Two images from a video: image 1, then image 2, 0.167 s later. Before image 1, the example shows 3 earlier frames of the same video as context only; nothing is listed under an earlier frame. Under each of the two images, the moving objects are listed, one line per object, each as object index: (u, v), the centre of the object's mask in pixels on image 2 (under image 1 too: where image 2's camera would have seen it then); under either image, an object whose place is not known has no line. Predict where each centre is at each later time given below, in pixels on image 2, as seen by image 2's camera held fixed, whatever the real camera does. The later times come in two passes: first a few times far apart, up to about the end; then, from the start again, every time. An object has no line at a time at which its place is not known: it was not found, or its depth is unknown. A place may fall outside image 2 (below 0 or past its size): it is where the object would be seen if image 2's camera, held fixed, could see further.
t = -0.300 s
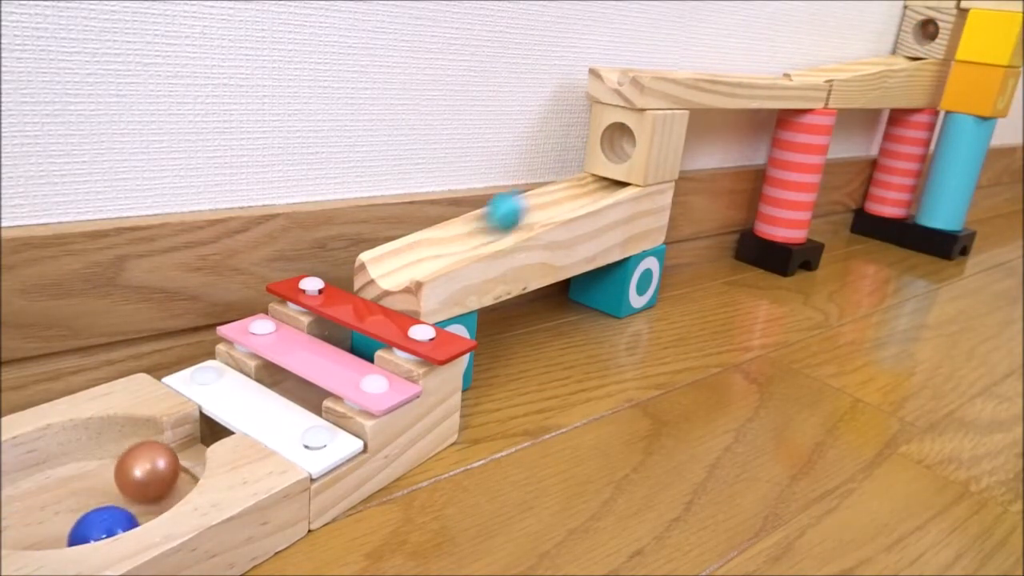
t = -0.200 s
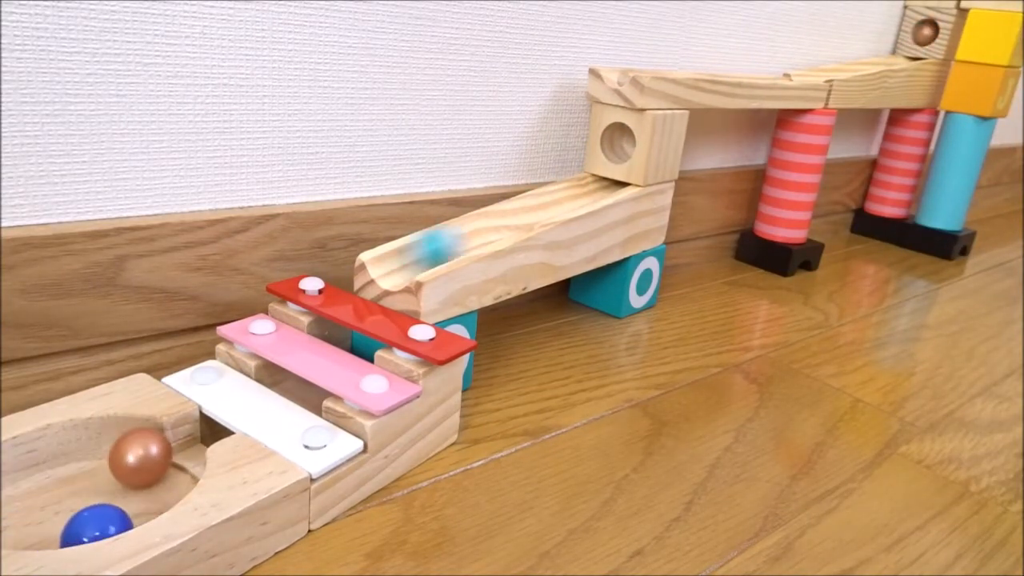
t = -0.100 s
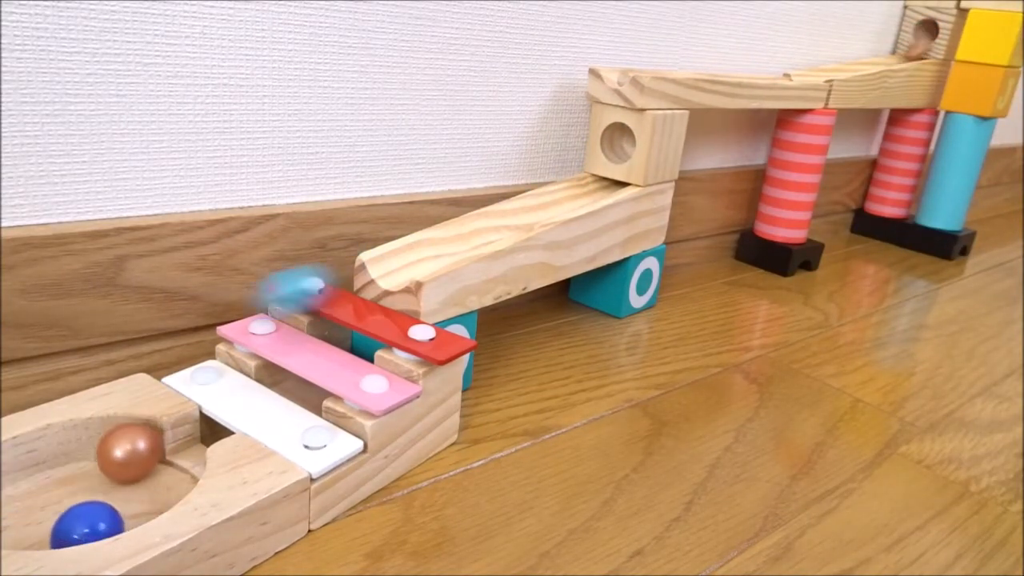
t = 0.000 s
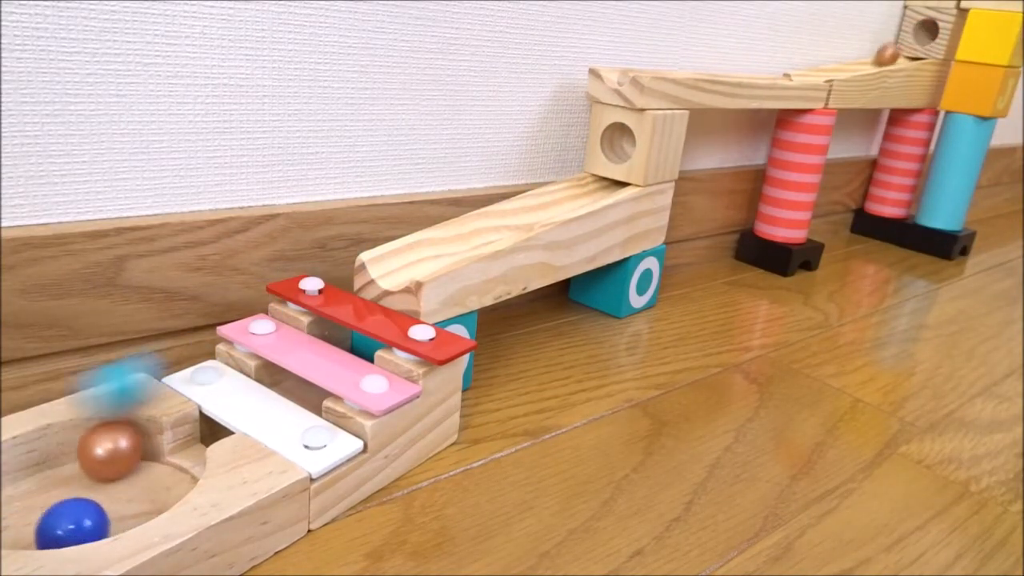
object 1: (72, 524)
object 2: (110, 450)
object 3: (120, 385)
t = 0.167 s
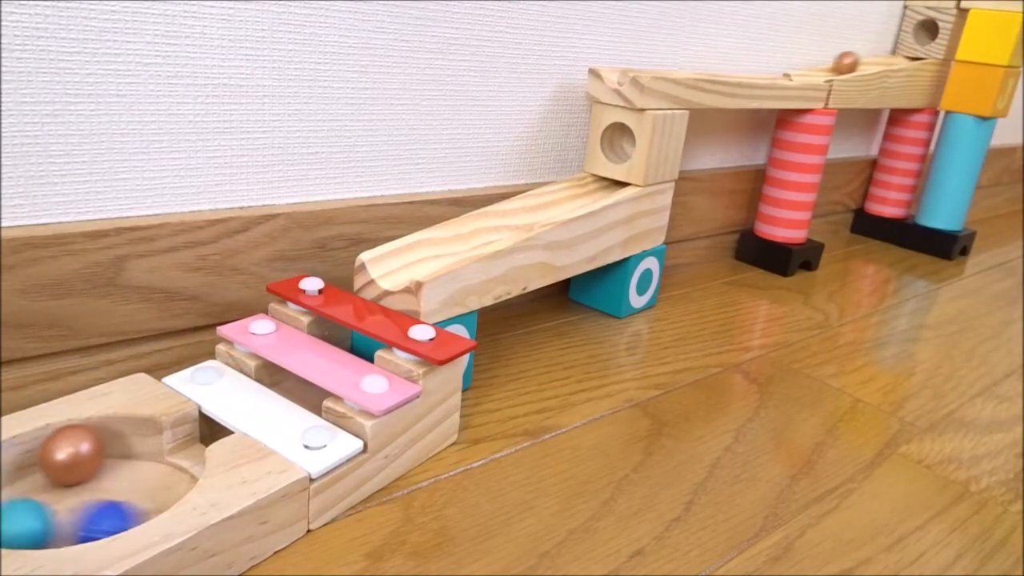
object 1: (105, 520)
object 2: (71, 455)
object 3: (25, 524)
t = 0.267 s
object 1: (144, 500)
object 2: (45, 464)
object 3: (88, 528)
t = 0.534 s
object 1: (163, 447)
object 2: (16, 486)
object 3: (167, 483)
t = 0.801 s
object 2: (11, 513)
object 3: (155, 493)
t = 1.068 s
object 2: (14, 525)
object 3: (114, 504)
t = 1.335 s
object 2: (12, 523)
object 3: (59, 497)
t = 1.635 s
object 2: (19, 527)
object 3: (89, 521)
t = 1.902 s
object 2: (28, 527)
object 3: (96, 519)
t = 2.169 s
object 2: (27, 527)
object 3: (95, 514)
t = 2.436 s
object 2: (28, 527)
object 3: (90, 508)
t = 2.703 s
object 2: (43, 531)
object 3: (116, 516)
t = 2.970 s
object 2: (43, 531)
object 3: (116, 518)
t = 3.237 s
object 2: (43, 531)
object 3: (116, 518)
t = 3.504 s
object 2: (43, 531)
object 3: (116, 518)
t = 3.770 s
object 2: (43, 531)
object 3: (116, 518)
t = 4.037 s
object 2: (51, 529)
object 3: (123, 514)
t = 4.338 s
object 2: (55, 529)
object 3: (126, 509)
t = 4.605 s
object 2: (54, 529)
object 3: (124, 508)
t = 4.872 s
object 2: (54, 529)
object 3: (124, 508)
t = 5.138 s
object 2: (54, 529)
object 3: (124, 508)
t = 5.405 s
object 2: (54, 529)
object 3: (124, 508)
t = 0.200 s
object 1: (121, 516)
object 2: (62, 458)
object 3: (42, 532)
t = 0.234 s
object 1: (131, 509)
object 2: (54, 462)
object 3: (66, 532)
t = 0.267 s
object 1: (144, 500)
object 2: (45, 464)
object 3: (88, 528)
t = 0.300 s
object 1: (157, 491)
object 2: (36, 467)
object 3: (107, 522)
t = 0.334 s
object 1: (168, 482)
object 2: (30, 470)
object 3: (125, 516)
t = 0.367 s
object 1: (173, 474)
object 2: (27, 473)
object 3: (139, 508)
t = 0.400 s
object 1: (173, 467)
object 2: (24, 475)
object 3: (151, 501)
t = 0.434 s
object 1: (173, 459)
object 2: (22, 478)
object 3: (159, 495)
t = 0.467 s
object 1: (171, 452)
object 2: (20, 481)
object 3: (163, 489)
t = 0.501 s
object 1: (167, 446)
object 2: (18, 483)
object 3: (167, 484)
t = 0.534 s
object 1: (163, 447)
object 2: (16, 486)
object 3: (167, 483)
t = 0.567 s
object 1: (160, 448)
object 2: (15, 490)
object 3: (167, 484)
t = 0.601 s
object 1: (156, 449)
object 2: (14, 493)
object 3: (166, 485)
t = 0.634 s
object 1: (151, 452)
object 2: (13, 496)
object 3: (164, 486)
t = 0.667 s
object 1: (147, 455)
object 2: (12, 500)
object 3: (162, 487)
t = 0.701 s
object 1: (141, 457)
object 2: (11, 504)
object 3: (162, 489)
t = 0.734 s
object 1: (136, 459)
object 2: (11, 506)
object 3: (161, 490)
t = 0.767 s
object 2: (11, 509)
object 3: (159, 491)
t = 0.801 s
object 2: (11, 513)
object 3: (155, 493)
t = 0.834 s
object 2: (11, 515)
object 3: (151, 495)
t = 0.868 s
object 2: (11, 518)
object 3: (146, 497)
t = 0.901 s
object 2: (12, 520)
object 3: (142, 499)
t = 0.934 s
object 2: (12, 522)
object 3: (137, 500)
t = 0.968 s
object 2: (13, 523)
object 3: (131, 502)
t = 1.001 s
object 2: (14, 524)
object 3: (125, 503)
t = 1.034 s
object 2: (14, 524)
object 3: (119, 504)
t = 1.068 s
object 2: (14, 525)
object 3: (114, 504)
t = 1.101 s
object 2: (15, 525)
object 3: (107, 505)
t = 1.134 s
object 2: (15, 525)
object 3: (100, 505)
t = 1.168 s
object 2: (15, 525)
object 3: (93, 506)
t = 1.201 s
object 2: (15, 525)
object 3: (86, 505)
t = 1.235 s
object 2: (14, 524)
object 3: (79, 504)
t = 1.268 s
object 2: (14, 524)
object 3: (71, 502)
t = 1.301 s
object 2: (13, 524)
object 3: (63, 500)
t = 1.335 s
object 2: (12, 523)
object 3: (59, 497)
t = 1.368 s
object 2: (12, 522)
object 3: (59, 497)
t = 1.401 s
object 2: (12, 521)
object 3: (61, 497)
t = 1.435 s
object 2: (11, 519)
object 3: (62, 497)
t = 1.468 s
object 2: (11, 518)
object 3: (63, 496)
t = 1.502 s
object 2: (12, 520)
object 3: (65, 496)
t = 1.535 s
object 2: (13, 523)
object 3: (76, 506)
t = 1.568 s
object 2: (15, 525)
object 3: (82, 513)
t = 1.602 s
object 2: (16, 526)
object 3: (85, 518)
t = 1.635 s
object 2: (19, 527)
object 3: (89, 521)
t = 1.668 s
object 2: (21, 527)
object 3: (92, 524)
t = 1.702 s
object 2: (23, 528)
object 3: (93, 525)
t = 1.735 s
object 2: (25, 529)
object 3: (93, 524)
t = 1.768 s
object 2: (26, 529)
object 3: (93, 523)
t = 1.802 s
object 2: (26, 529)
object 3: (95, 522)
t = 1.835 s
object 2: (27, 528)
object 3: (95, 521)
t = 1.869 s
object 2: (27, 528)
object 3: (95, 520)
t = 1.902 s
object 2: (28, 527)
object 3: (96, 519)
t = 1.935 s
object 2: (28, 527)
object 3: (96, 518)
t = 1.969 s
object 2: (28, 527)
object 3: (97, 518)
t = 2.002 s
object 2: (28, 527)
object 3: (97, 517)
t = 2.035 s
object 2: (28, 527)
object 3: (96, 517)
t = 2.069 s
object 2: (28, 527)
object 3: (96, 516)
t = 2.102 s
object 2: (27, 527)
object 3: (95, 516)
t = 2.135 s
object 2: (27, 527)
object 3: (95, 515)
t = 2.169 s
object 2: (27, 527)
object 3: (95, 514)
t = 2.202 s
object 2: (27, 527)
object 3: (94, 513)
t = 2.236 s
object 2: (27, 527)
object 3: (93, 513)
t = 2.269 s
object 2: (27, 527)
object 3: (93, 512)
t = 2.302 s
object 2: (28, 527)
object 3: (92, 511)
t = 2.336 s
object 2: (27, 527)
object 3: (91, 510)
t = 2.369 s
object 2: (28, 527)
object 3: (91, 510)
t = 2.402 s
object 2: (28, 527)
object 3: (90, 509)
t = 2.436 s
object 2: (28, 527)
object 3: (90, 508)
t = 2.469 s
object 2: (28, 527)
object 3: (89, 508)
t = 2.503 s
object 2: (26, 528)
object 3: (92, 510)
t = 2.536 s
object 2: (28, 529)
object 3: (101, 514)
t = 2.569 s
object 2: (32, 529)
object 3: (109, 517)
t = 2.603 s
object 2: (37, 529)
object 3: (113, 518)
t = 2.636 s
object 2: (38, 531)
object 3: (114, 517)
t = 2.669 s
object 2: (40, 532)
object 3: (115, 516)
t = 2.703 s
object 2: (43, 531)
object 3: (116, 516)
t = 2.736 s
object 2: (44, 531)
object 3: (117, 516)
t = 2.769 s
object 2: (44, 530)
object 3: (117, 516)
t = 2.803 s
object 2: (45, 530)
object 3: (117, 517)
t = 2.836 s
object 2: (44, 530)
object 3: (117, 517)
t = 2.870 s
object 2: (44, 530)
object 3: (116, 518)
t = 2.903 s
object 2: (43, 530)
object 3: (116, 518)
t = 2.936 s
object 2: (43, 531)
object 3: (116, 518)
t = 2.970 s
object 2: (43, 531)
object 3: (116, 518)
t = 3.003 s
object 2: (43, 531)
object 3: (116, 518)
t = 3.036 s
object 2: (43, 531)
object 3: (116, 518)
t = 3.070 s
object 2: (43, 531)
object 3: (116, 518)
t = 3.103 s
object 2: (43, 531)
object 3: (116, 518)
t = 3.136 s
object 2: (43, 531)
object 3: (116, 518)
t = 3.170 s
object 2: (43, 531)
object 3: (116, 518)
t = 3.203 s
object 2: (43, 531)
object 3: (116, 518)
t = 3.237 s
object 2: (43, 531)
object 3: (116, 518)
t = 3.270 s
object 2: (43, 531)
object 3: (116, 518)
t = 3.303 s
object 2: (43, 531)
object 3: (115, 518)
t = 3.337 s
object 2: (43, 531)
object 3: (116, 518)
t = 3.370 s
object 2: (43, 531)
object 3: (116, 518)
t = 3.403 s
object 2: (43, 531)
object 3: (116, 518)
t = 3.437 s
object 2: (43, 531)
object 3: (116, 518)
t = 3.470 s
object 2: (43, 531)
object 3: (116, 518)
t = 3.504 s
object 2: (43, 531)
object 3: (116, 518)
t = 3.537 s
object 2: (43, 531)
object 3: (116, 518)
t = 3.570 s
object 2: (43, 531)
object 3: (116, 518)
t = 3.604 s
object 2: (43, 531)
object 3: (116, 518)
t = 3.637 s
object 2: (43, 531)
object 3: (116, 518)
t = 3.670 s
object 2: (43, 531)
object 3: (116, 518)
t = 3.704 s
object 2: (43, 531)
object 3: (116, 518)
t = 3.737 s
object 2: (43, 531)
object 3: (116, 518)
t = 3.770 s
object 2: (43, 531)
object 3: (116, 518)
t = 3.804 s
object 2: (43, 531)
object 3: (116, 518)
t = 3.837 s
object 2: (43, 531)
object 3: (116, 518)
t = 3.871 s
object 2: (44, 532)
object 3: (118, 517)
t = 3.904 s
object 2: (45, 531)
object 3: (120, 517)
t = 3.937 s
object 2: (47, 530)
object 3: (121, 516)
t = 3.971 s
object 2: (49, 530)
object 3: (121, 515)
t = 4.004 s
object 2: (49, 529)
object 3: (122, 515)
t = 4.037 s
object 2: (51, 529)
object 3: (123, 514)
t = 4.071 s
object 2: (52, 529)
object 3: (124, 513)
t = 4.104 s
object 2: (53, 529)
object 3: (125, 512)
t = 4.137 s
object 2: (54, 529)
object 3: (126, 511)
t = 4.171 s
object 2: (54, 529)
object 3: (126, 511)
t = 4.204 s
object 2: (54, 529)
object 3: (126, 511)
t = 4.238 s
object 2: (55, 529)
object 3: (126, 510)
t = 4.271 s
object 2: (55, 528)
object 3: (126, 510)
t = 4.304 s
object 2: (55, 528)
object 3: (126, 510)
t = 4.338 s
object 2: (55, 529)
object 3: (126, 509)
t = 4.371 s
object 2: (55, 529)
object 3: (126, 509)
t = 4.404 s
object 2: (55, 529)
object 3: (127, 508)
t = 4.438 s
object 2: (55, 529)
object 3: (127, 507)
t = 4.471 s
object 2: (55, 528)
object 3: (126, 507)
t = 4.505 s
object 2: (55, 528)
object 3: (126, 507)
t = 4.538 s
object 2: (54, 528)
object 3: (125, 507)
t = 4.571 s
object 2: (54, 529)
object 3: (125, 507)
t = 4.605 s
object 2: (54, 529)
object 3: (124, 508)
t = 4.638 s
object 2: (54, 529)
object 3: (124, 508)
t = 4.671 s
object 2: (54, 529)
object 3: (124, 508)
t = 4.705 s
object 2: (54, 529)
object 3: (124, 508)
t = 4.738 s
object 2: (54, 529)
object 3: (124, 508)
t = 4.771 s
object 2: (54, 529)
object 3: (124, 508)
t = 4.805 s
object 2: (54, 529)
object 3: (124, 508)
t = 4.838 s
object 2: (54, 529)
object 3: (124, 508)
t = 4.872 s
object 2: (54, 529)
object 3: (124, 508)
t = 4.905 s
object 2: (54, 528)
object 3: (124, 508)
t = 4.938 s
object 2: (54, 528)
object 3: (124, 508)
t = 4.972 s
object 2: (54, 528)
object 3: (124, 508)
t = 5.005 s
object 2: (54, 528)
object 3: (124, 508)
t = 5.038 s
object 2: (54, 528)
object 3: (124, 508)
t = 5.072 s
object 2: (54, 529)
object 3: (124, 508)
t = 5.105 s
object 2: (54, 529)
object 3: (124, 508)
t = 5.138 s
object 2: (54, 529)
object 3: (124, 508)
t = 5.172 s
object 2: (54, 529)
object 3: (124, 508)
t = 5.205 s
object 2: (54, 529)
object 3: (124, 508)
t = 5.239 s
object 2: (54, 529)
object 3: (124, 508)
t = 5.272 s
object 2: (54, 529)
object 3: (124, 508)
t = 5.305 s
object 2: (54, 529)
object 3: (124, 508)
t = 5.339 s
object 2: (54, 529)
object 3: (124, 508)
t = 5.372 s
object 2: (54, 529)
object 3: (124, 508)
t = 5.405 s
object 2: (54, 529)
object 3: (124, 508)
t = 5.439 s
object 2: (54, 529)
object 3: (124, 508)
